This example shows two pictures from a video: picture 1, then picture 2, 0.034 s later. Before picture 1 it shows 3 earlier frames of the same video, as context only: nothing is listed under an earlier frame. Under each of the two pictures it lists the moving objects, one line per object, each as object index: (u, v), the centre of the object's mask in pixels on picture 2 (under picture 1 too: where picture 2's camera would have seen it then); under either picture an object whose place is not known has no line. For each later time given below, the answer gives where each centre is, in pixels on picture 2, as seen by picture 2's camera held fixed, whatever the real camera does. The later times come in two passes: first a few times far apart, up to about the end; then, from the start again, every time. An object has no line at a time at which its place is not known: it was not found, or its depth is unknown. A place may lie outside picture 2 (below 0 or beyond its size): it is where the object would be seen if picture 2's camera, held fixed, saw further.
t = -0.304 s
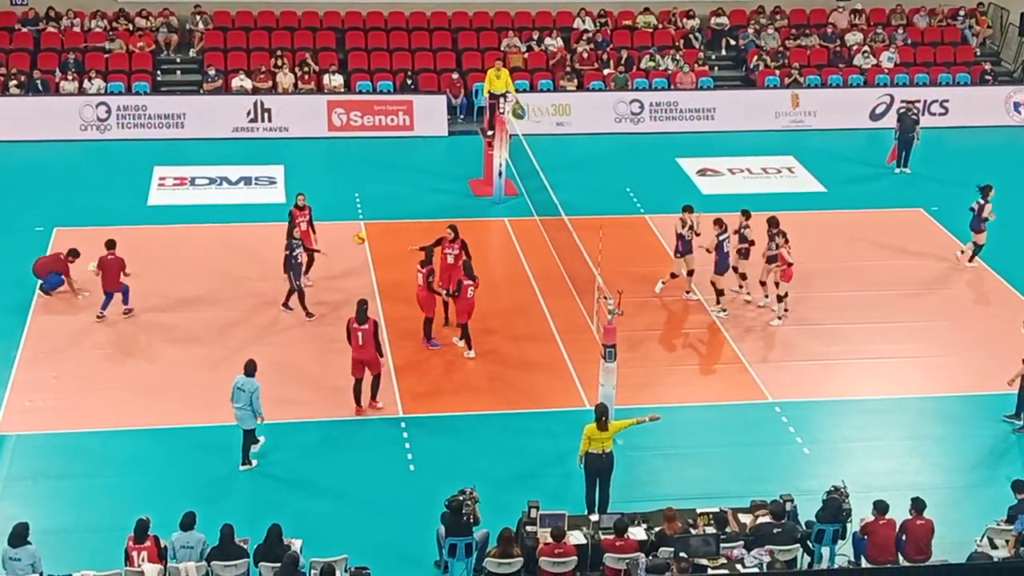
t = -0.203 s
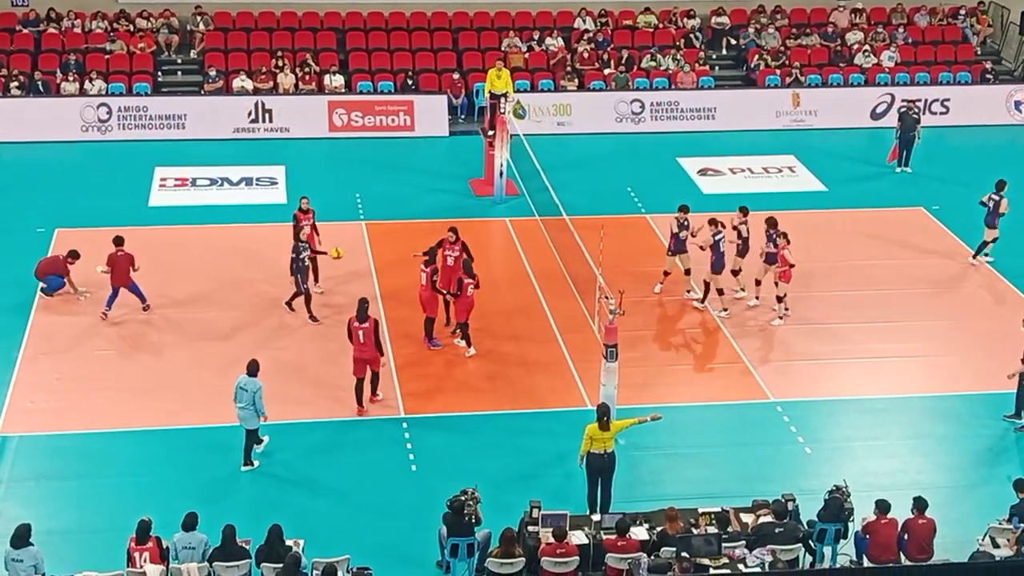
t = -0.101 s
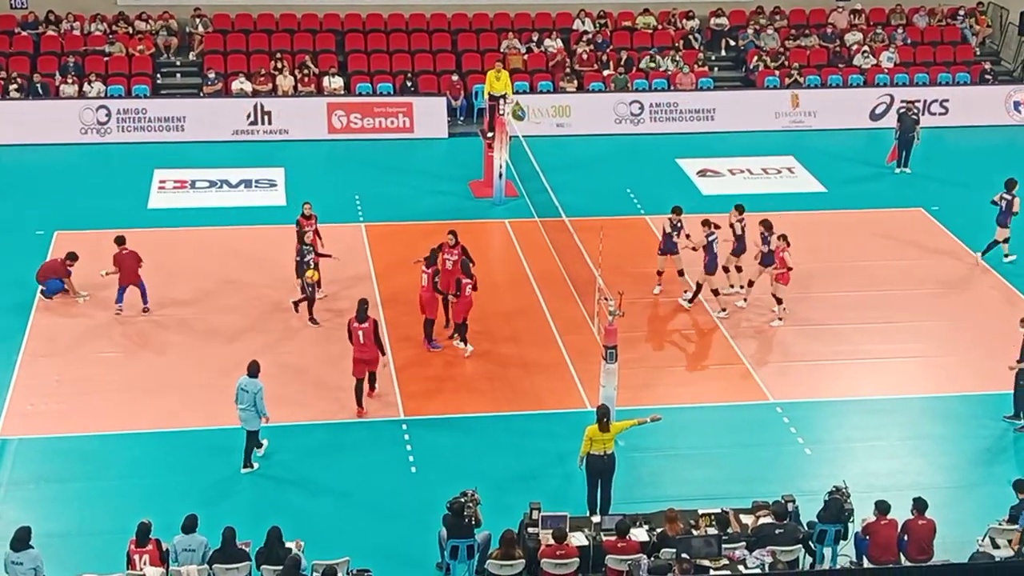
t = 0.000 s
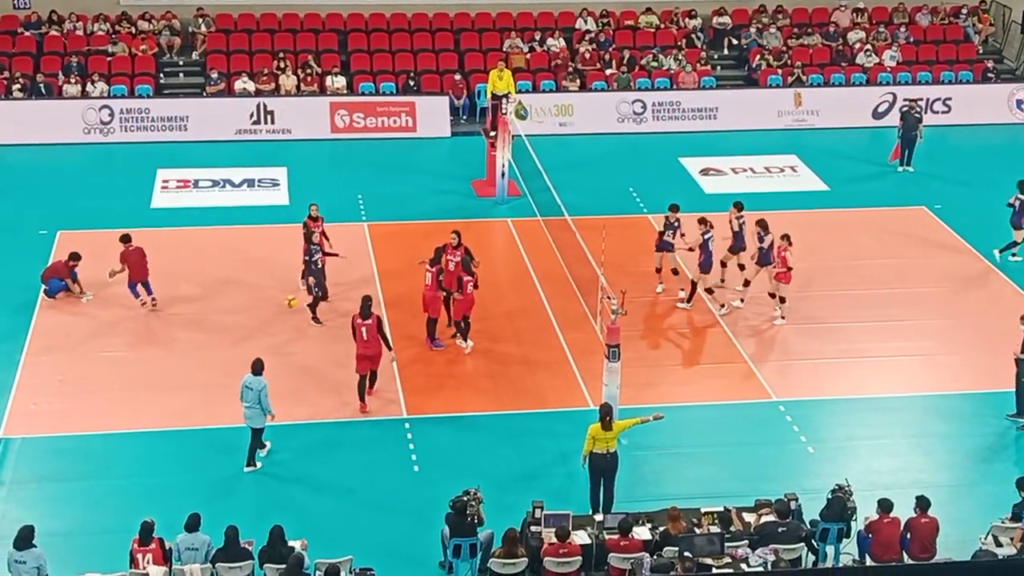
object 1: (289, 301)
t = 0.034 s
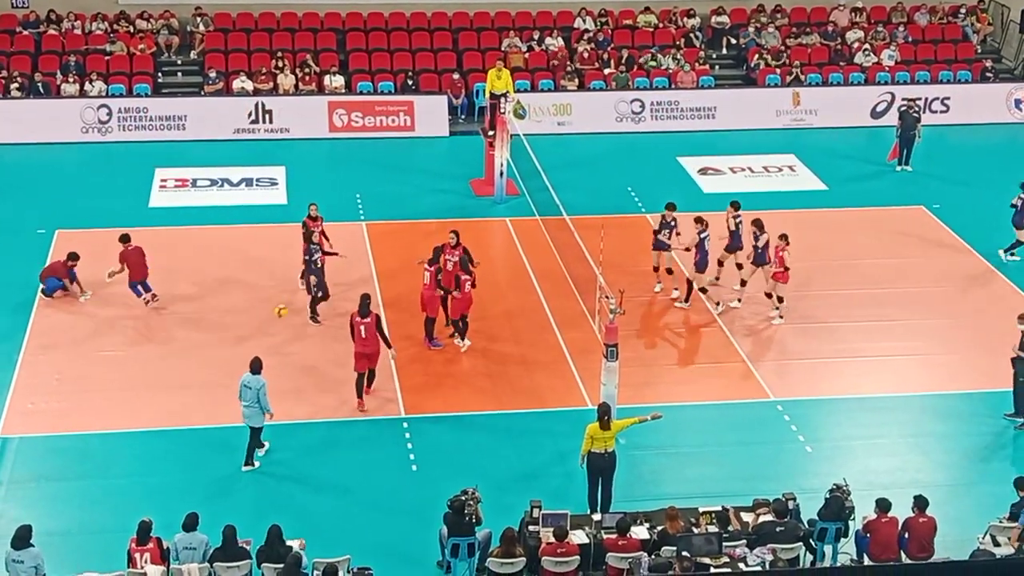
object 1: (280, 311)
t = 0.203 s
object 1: (242, 364)
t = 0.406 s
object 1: (215, 333)
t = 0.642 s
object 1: (184, 325)
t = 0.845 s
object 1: (158, 342)
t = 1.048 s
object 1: (133, 383)
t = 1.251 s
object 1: (106, 379)
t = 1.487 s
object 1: (72, 375)
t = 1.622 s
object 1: (54, 386)
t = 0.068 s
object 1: (273, 321)
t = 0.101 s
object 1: (264, 333)
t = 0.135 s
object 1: (257, 345)
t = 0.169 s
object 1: (247, 357)
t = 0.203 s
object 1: (242, 364)
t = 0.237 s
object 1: (238, 357)
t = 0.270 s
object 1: (233, 351)
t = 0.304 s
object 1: (228, 346)
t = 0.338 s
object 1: (224, 341)
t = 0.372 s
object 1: (220, 337)
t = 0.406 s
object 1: (215, 333)
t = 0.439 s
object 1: (210, 330)
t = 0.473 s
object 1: (206, 327)
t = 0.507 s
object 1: (201, 325)
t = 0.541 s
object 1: (197, 324)
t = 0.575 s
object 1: (193, 323)
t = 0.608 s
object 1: (188, 324)
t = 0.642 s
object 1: (184, 325)
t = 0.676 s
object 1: (179, 326)
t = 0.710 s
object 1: (175, 328)
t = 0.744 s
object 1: (171, 330)
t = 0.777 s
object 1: (166, 334)
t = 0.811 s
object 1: (162, 338)
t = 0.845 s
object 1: (158, 342)
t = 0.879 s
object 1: (154, 348)
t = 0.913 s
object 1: (149, 354)
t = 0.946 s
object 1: (145, 361)
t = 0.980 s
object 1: (141, 368)
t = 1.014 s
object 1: (137, 375)
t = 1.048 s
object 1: (133, 383)
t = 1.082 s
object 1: (130, 393)
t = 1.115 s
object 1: (125, 396)
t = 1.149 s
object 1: (120, 391)
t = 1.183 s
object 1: (116, 386)
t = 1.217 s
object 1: (111, 382)
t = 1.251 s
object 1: (106, 379)
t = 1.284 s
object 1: (101, 376)
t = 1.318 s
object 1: (96, 374)
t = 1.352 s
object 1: (91, 373)
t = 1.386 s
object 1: (87, 372)
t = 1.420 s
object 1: (82, 372)
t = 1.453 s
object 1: (77, 373)
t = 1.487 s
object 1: (72, 375)
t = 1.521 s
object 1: (67, 376)
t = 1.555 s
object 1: (63, 379)
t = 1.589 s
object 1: (59, 382)
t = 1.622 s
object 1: (54, 386)
